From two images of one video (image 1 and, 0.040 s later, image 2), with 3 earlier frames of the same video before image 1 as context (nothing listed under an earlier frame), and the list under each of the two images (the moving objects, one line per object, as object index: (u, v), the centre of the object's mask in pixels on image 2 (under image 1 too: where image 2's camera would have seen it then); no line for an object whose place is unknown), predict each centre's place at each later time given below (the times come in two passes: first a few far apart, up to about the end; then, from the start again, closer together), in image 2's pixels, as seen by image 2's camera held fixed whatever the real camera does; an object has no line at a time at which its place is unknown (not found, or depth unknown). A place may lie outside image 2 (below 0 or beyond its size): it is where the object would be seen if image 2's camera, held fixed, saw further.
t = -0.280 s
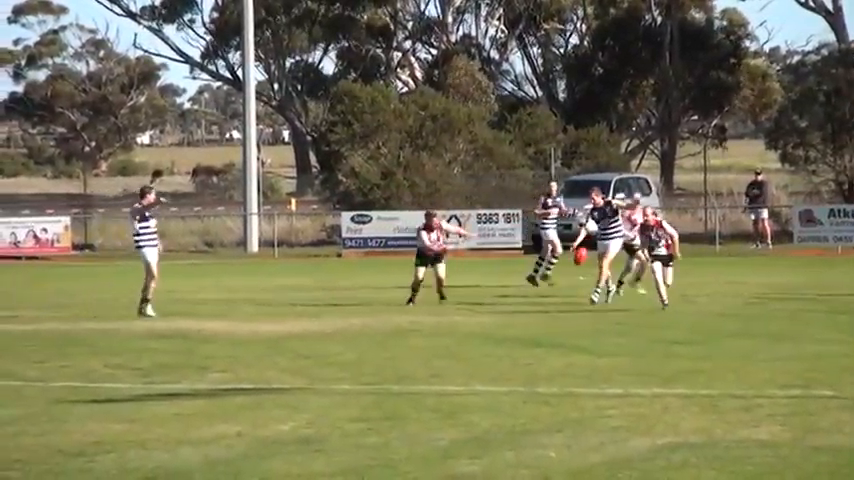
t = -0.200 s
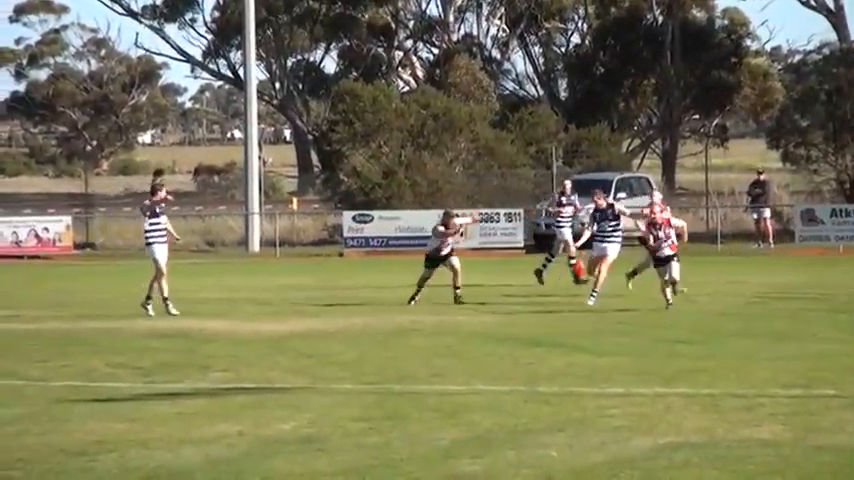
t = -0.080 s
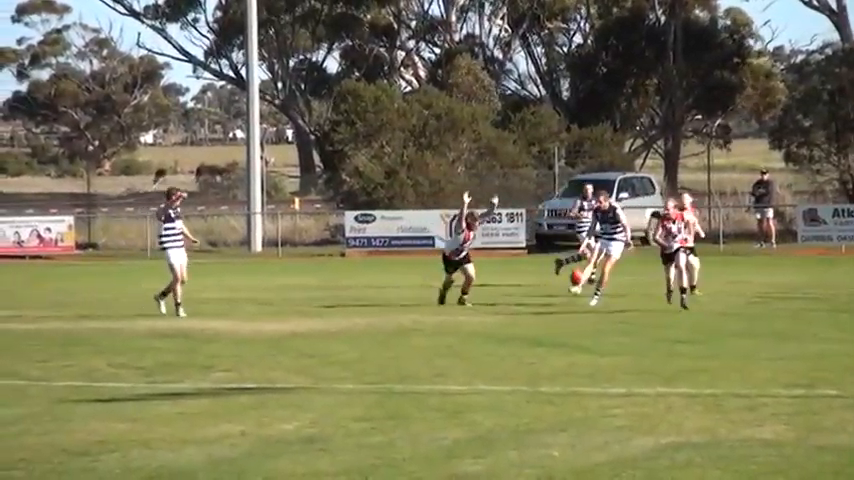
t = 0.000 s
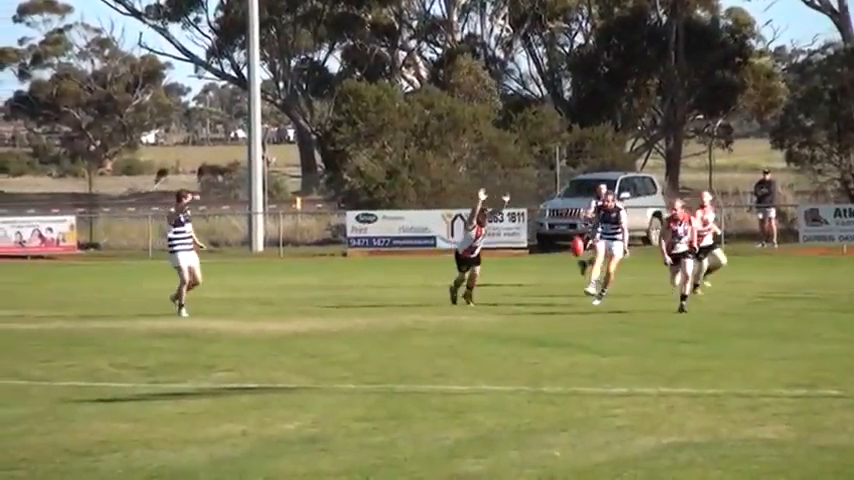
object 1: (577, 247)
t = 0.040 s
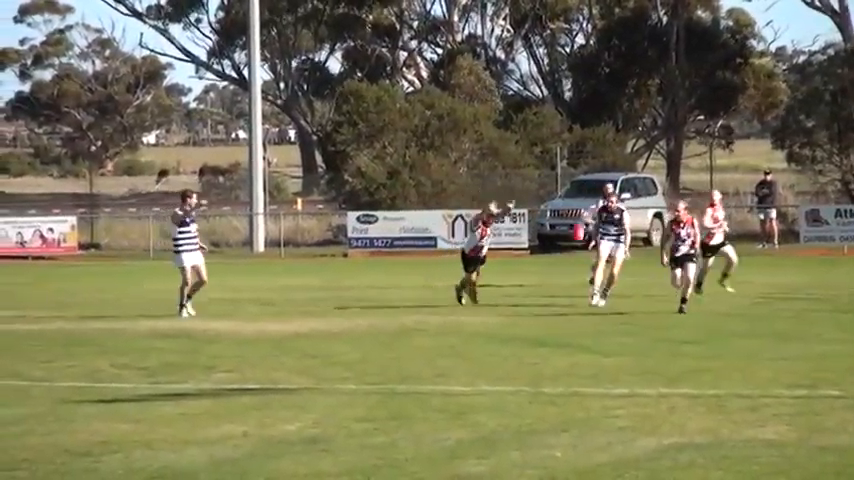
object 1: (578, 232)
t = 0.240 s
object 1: (571, 174)
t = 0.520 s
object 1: (554, 143)
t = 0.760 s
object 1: (534, 159)
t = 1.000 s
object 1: (505, 216)
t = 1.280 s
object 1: (457, 353)
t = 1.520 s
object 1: (429, 305)
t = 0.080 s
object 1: (577, 218)
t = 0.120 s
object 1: (576, 205)
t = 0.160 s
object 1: (575, 193)
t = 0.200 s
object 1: (573, 182)
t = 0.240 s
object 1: (571, 174)
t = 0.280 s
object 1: (571, 167)
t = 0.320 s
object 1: (569, 159)
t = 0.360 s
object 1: (567, 154)
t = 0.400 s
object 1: (564, 149)
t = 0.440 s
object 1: (562, 147)
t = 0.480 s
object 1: (558, 145)
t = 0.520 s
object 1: (554, 143)
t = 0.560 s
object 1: (551, 142)
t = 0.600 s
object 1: (549, 144)
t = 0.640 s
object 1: (545, 148)
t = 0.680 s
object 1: (542, 150)
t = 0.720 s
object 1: (539, 153)
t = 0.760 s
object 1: (534, 159)
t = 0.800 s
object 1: (529, 164)
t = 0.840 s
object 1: (525, 172)
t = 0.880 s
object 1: (520, 179)
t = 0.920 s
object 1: (516, 190)
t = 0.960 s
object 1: (511, 202)
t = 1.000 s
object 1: (505, 216)
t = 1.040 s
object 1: (498, 231)
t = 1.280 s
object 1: (457, 353)
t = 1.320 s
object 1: (452, 353)
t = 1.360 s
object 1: (448, 340)
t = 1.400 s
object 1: (443, 328)
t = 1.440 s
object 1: (439, 318)
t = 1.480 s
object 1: (434, 311)
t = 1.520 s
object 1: (429, 305)
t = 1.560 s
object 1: (424, 300)
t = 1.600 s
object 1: (419, 297)
